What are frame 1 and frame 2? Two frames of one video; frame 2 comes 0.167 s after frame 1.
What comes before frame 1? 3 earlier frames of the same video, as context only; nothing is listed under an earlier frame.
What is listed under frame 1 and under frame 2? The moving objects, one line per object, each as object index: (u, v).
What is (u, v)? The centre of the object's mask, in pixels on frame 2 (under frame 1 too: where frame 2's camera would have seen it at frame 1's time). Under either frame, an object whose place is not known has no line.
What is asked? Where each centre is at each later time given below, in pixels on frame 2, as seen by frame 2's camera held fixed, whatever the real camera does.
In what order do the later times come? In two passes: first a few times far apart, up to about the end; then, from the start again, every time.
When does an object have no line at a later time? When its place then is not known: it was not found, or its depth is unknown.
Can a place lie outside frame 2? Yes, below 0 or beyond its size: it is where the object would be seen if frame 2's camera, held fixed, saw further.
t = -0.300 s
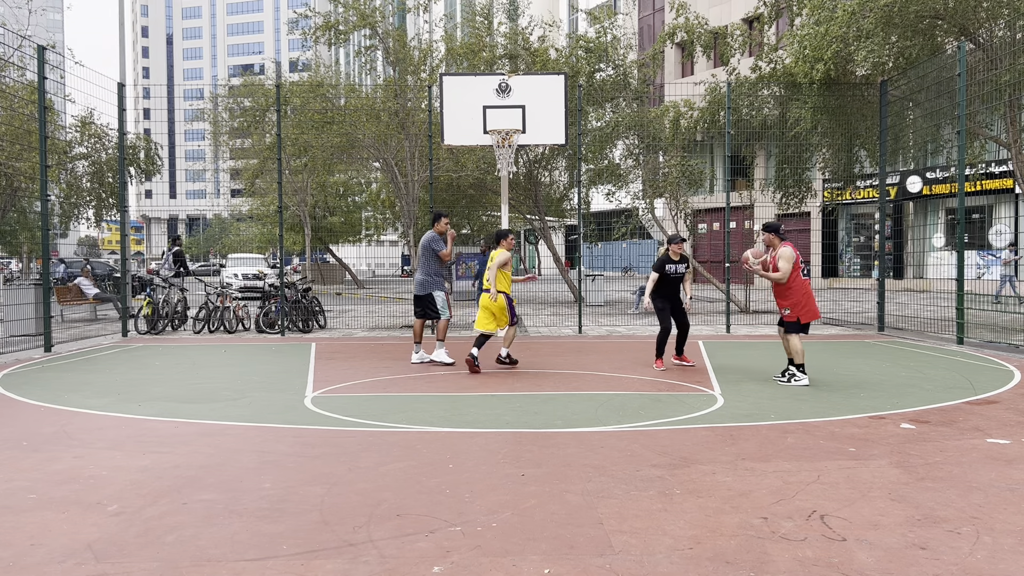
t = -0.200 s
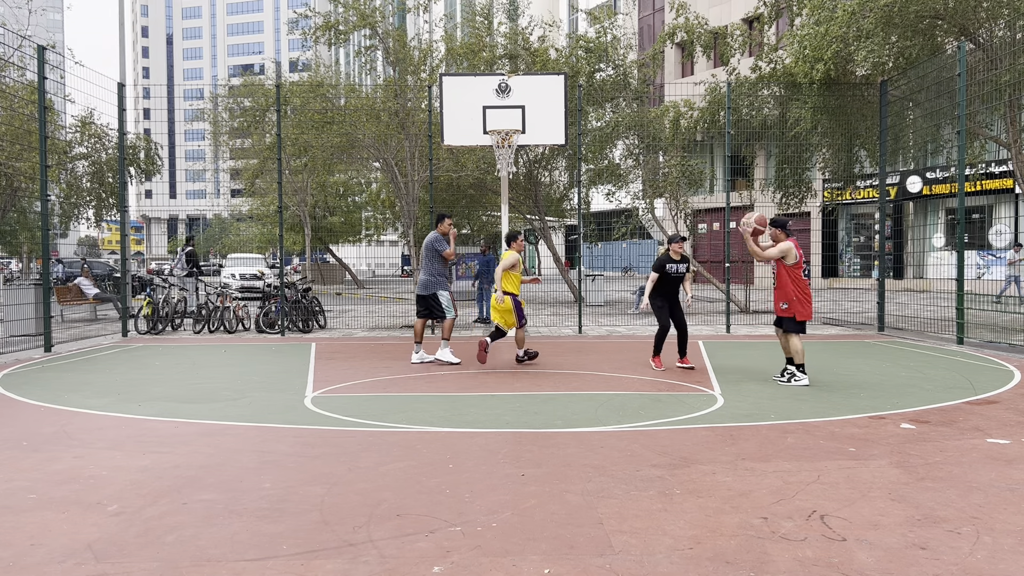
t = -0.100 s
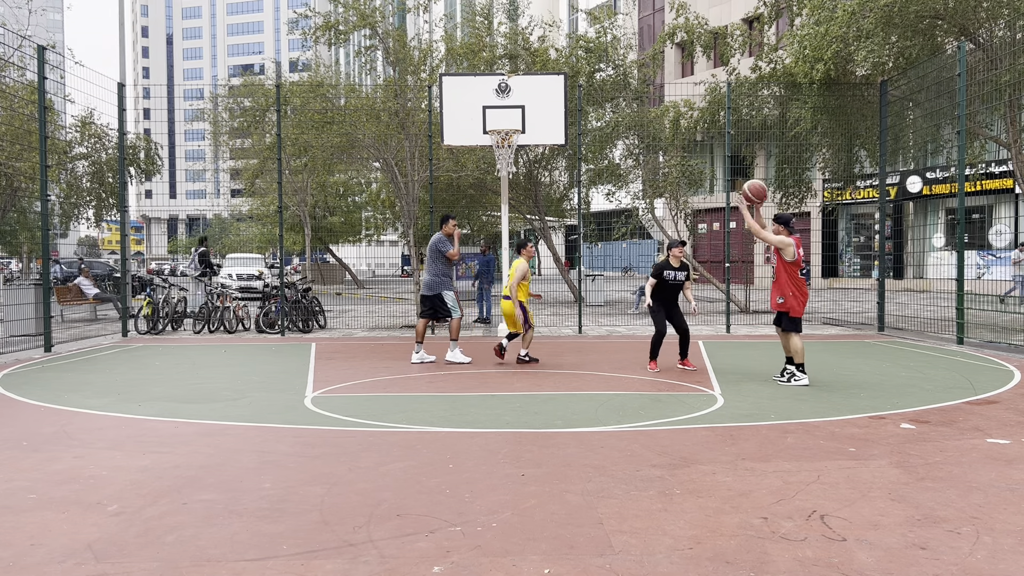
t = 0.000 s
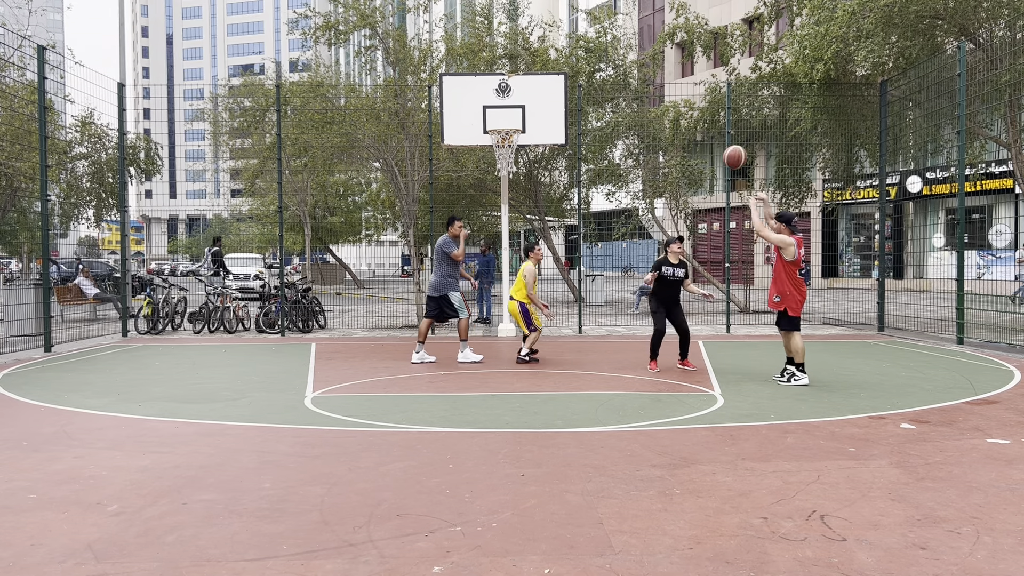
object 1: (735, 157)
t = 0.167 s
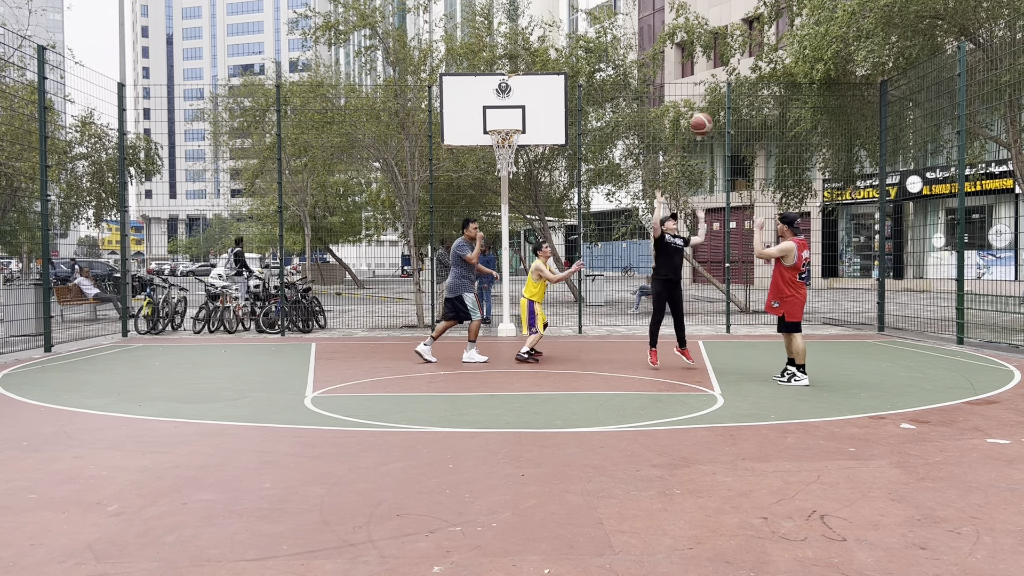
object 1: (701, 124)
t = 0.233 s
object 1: (689, 118)
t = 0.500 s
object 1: (645, 136)
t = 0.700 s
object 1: (617, 183)
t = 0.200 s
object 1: (695, 121)
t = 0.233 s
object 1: (689, 118)
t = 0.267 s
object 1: (683, 117)
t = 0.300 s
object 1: (678, 117)
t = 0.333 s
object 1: (672, 119)
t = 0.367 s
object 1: (666, 121)
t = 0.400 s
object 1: (661, 123)
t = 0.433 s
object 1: (655, 127)
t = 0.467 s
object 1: (650, 131)
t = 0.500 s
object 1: (645, 136)
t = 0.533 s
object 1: (641, 142)
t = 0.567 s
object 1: (636, 149)
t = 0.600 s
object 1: (632, 157)
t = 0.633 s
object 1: (626, 165)
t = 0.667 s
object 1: (622, 174)
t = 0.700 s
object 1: (617, 183)
